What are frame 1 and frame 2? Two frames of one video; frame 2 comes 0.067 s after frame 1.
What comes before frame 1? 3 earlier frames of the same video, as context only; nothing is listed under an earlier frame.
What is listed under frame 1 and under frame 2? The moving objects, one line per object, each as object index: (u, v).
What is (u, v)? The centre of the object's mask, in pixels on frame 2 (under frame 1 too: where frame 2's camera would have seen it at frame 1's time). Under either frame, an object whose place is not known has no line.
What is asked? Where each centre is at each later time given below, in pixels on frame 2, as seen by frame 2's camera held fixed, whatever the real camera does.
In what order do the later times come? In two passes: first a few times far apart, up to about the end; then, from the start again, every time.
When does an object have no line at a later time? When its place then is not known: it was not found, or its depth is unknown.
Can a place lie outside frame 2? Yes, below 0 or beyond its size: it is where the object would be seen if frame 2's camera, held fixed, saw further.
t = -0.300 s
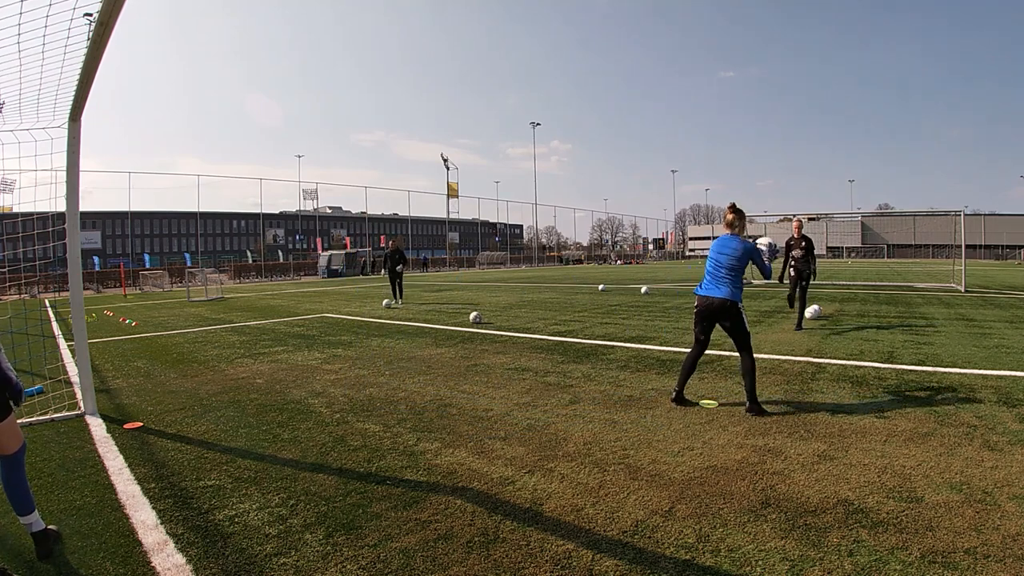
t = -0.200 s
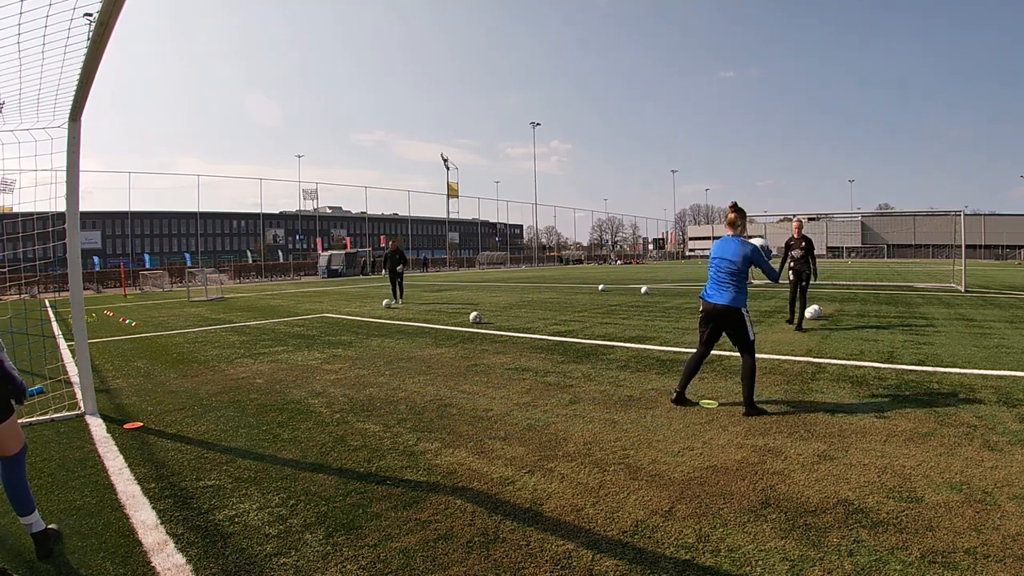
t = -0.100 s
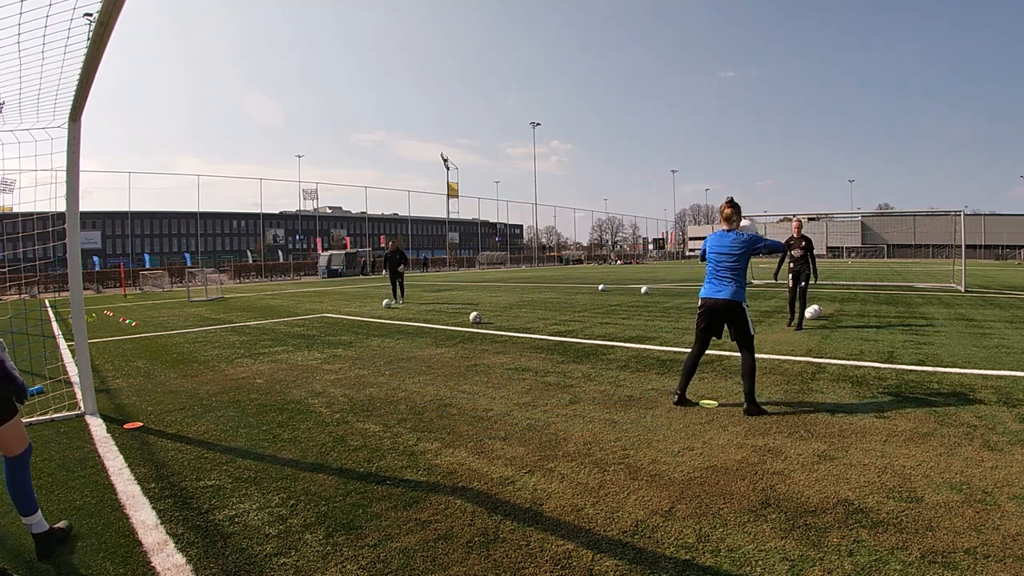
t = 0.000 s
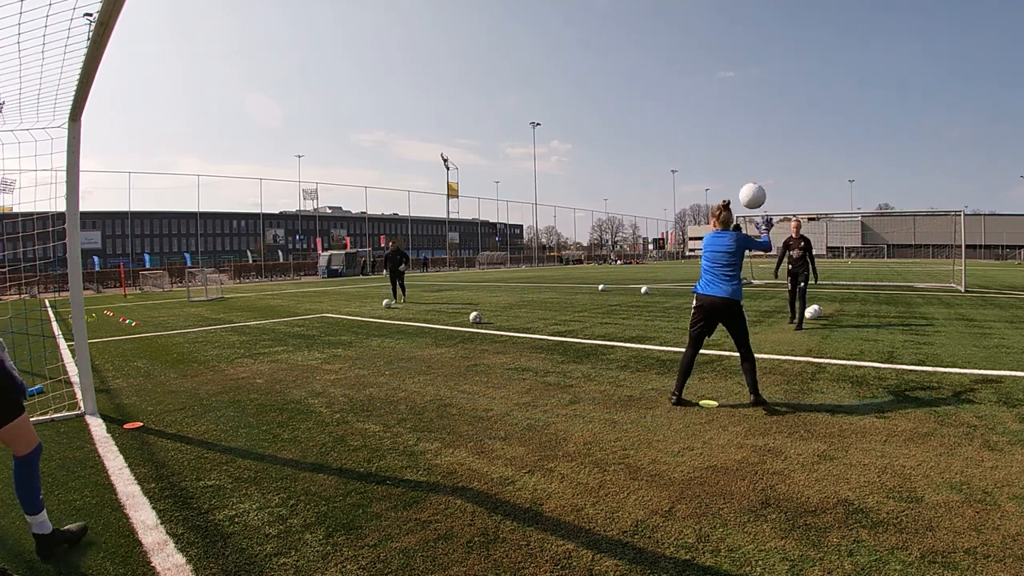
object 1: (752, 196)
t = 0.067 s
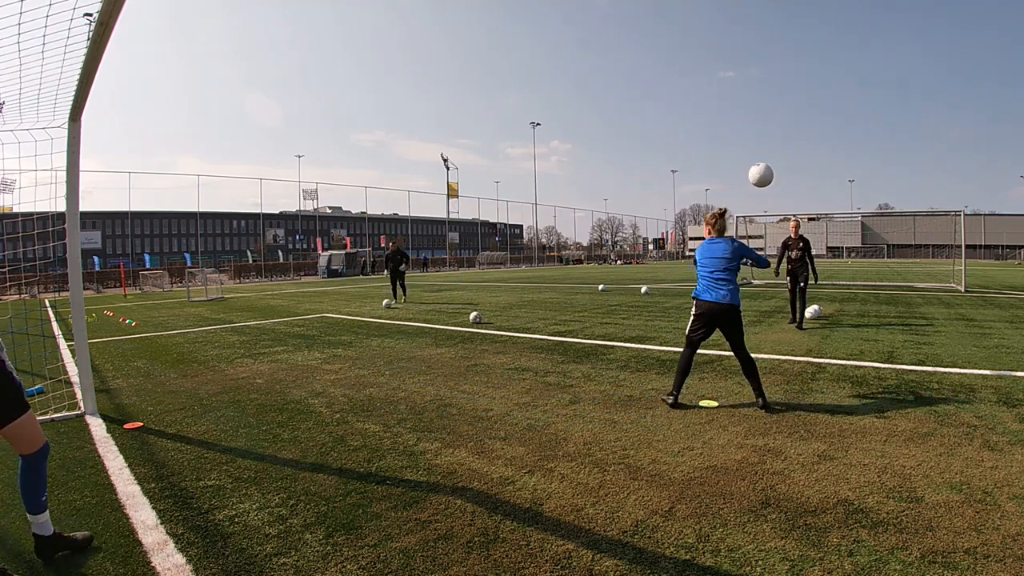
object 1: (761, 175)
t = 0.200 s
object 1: (775, 153)
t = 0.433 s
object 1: (795, 160)
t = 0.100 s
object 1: (765, 167)
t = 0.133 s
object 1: (768, 161)
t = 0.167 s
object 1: (772, 156)
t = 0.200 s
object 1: (775, 153)
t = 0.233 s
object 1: (778, 151)
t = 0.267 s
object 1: (781, 151)
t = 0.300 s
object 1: (784, 151)
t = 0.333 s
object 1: (787, 152)
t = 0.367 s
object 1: (790, 154)
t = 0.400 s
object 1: (793, 157)
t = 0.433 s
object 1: (795, 160)
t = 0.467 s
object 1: (798, 164)
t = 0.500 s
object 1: (800, 169)
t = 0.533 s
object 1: (802, 175)
